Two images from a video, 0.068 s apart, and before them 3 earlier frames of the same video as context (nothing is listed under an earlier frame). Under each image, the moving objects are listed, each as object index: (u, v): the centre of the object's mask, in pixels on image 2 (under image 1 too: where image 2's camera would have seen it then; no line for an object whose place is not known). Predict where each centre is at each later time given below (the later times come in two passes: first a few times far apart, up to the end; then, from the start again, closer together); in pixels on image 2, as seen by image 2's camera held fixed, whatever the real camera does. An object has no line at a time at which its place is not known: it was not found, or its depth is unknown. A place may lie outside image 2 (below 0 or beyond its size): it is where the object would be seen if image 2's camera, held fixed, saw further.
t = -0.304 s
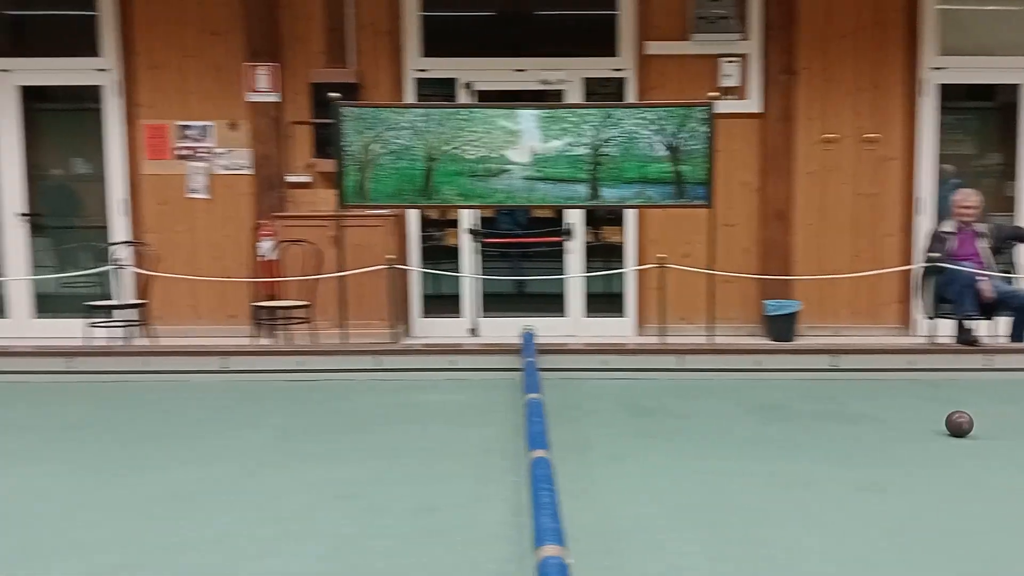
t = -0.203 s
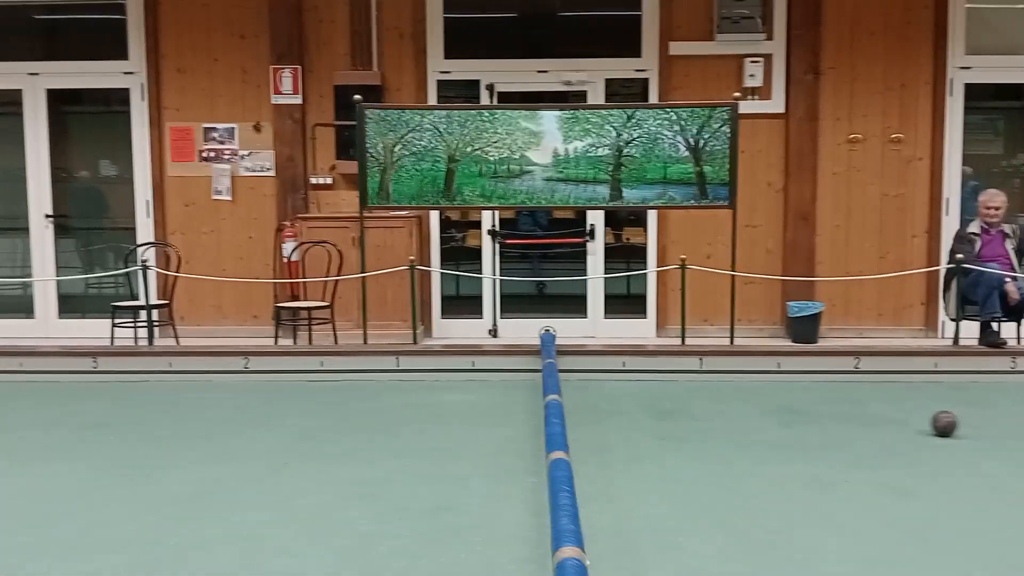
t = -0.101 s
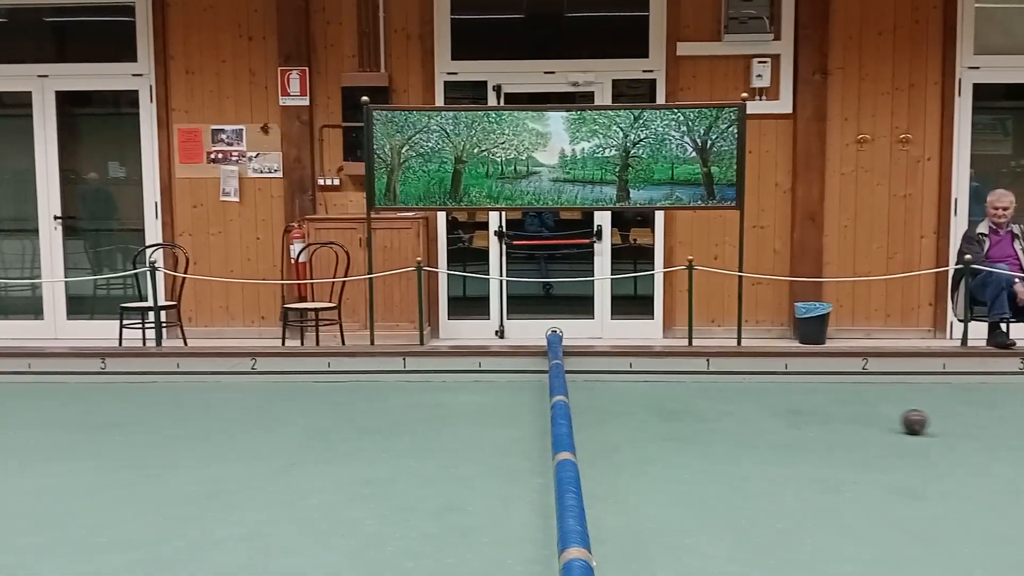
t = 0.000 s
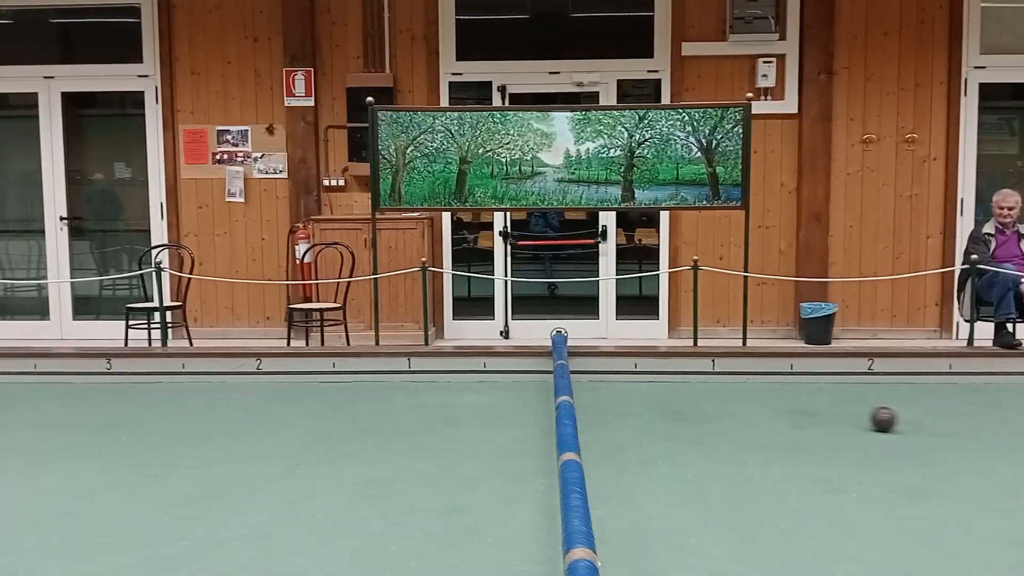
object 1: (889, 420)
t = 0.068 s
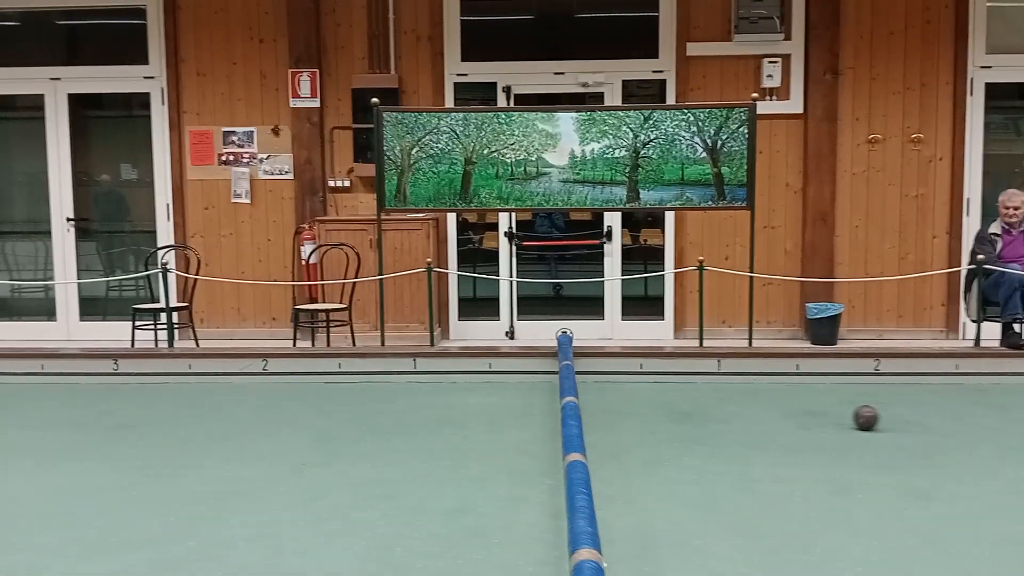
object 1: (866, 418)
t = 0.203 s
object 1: (819, 414)
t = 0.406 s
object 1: (753, 408)
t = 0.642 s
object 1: (683, 402)
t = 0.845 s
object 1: (627, 398)
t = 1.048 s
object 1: (581, 393)
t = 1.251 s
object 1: (526, 390)
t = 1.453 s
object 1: (479, 387)
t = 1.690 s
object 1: (429, 383)
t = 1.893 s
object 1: (388, 380)
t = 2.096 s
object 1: (349, 378)
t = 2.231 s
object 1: (324, 377)
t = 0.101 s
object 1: (854, 417)
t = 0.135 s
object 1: (842, 416)
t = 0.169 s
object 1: (831, 415)
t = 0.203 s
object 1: (819, 414)
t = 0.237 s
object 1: (808, 413)
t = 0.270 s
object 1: (797, 412)
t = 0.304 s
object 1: (786, 411)
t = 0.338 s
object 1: (775, 410)
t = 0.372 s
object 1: (764, 409)
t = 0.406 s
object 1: (753, 408)
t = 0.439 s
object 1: (743, 407)
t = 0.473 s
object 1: (732, 406)
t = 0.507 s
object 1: (722, 406)
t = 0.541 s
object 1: (712, 405)
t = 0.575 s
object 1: (702, 404)
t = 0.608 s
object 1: (693, 403)
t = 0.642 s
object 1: (683, 402)
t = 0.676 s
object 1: (674, 401)
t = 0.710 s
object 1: (664, 401)
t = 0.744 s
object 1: (655, 400)
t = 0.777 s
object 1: (646, 399)
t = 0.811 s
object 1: (636, 399)
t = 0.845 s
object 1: (627, 398)
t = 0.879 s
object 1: (618, 398)
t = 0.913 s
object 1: (609, 397)
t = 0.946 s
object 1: (600, 396)
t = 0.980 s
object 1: (592, 395)
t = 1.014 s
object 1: (585, 395)
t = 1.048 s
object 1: (581, 393)
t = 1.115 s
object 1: (554, 393)
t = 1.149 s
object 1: (549, 393)
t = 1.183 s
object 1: (542, 392)
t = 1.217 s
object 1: (534, 391)
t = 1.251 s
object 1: (526, 390)
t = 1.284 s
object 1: (518, 390)
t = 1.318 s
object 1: (510, 389)
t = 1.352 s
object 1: (502, 388)
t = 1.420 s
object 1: (487, 387)
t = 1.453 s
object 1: (479, 387)
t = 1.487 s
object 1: (472, 386)
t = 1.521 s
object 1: (465, 385)
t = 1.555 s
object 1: (457, 385)
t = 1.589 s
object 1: (450, 384)
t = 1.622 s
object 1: (443, 384)
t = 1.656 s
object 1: (436, 383)
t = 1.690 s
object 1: (429, 383)
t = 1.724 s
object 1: (422, 383)
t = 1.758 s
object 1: (415, 382)
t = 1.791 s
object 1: (409, 382)
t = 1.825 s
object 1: (402, 381)
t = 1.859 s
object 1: (395, 381)
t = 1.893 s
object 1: (388, 380)
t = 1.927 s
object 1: (381, 380)
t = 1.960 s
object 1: (375, 380)
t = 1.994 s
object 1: (368, 379)
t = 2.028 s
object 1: (362, 379)
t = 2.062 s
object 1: (356, 378)
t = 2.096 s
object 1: (349, 378)
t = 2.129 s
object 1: (343, 377)
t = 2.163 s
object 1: (337, 377)
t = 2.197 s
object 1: (331, 377)
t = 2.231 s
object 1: (324, 377)
